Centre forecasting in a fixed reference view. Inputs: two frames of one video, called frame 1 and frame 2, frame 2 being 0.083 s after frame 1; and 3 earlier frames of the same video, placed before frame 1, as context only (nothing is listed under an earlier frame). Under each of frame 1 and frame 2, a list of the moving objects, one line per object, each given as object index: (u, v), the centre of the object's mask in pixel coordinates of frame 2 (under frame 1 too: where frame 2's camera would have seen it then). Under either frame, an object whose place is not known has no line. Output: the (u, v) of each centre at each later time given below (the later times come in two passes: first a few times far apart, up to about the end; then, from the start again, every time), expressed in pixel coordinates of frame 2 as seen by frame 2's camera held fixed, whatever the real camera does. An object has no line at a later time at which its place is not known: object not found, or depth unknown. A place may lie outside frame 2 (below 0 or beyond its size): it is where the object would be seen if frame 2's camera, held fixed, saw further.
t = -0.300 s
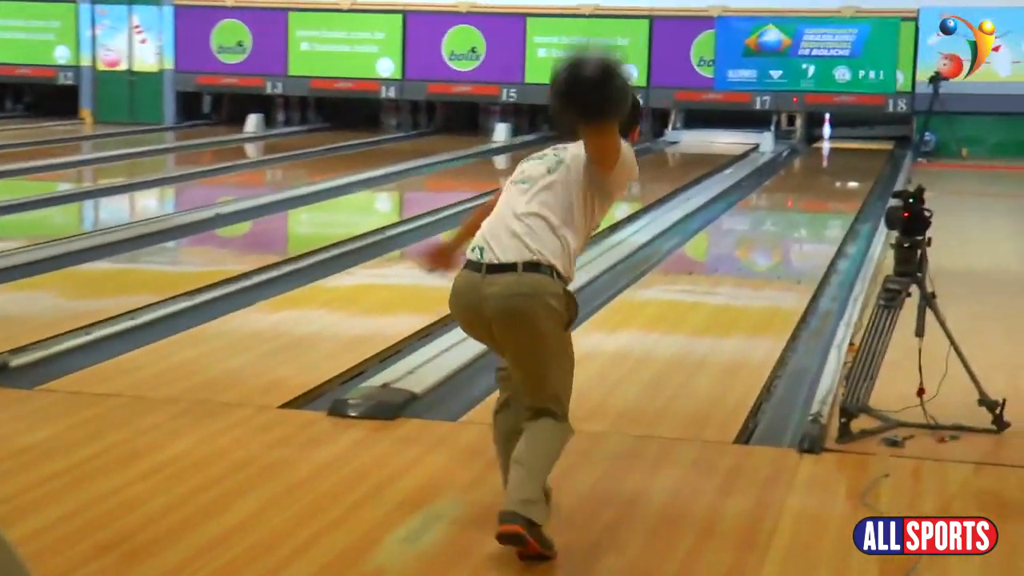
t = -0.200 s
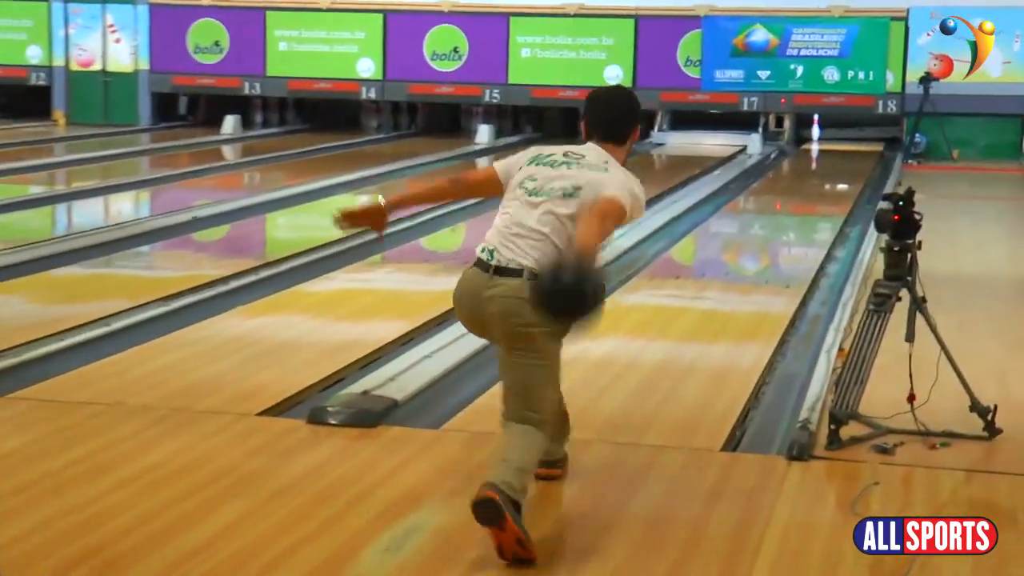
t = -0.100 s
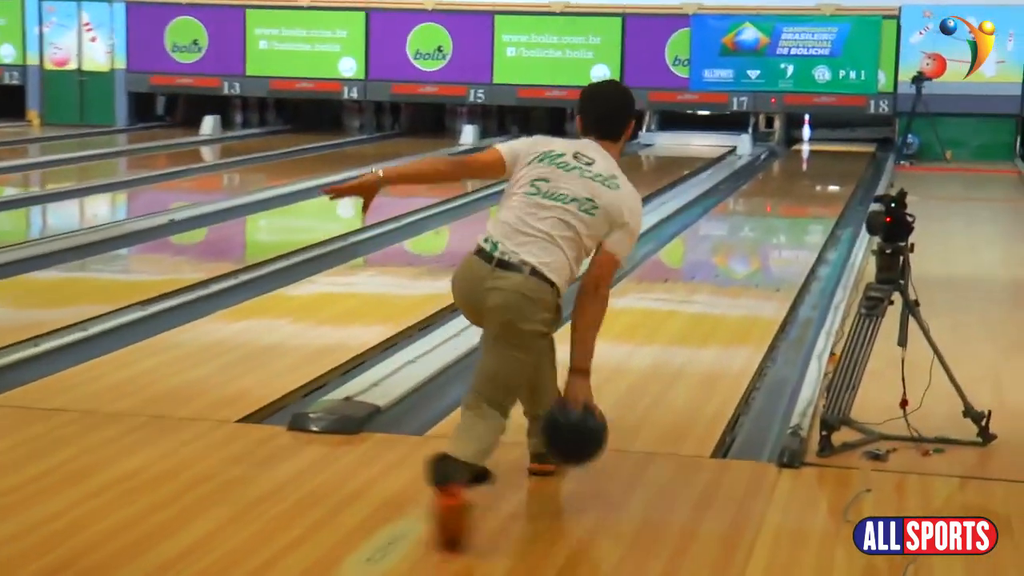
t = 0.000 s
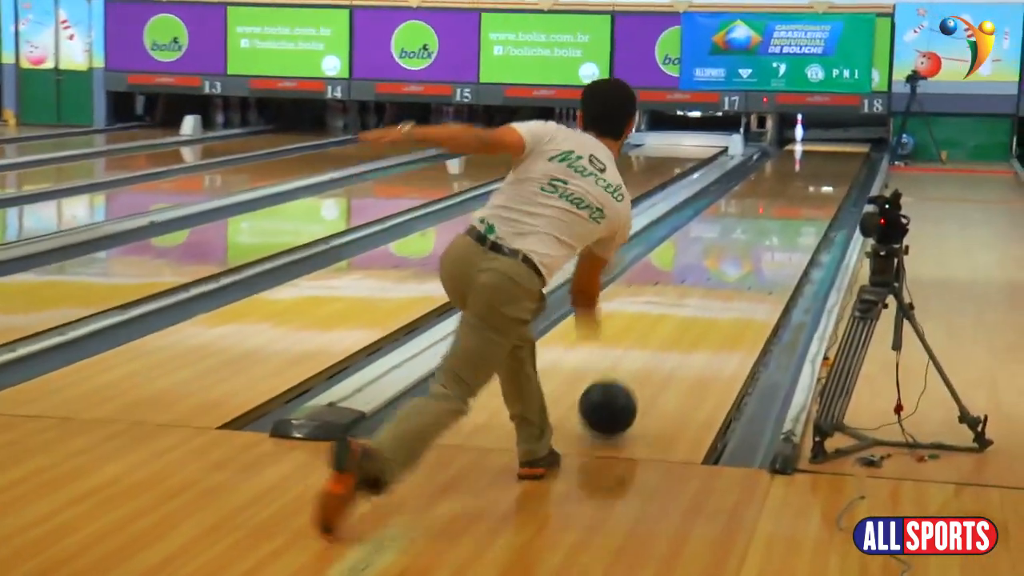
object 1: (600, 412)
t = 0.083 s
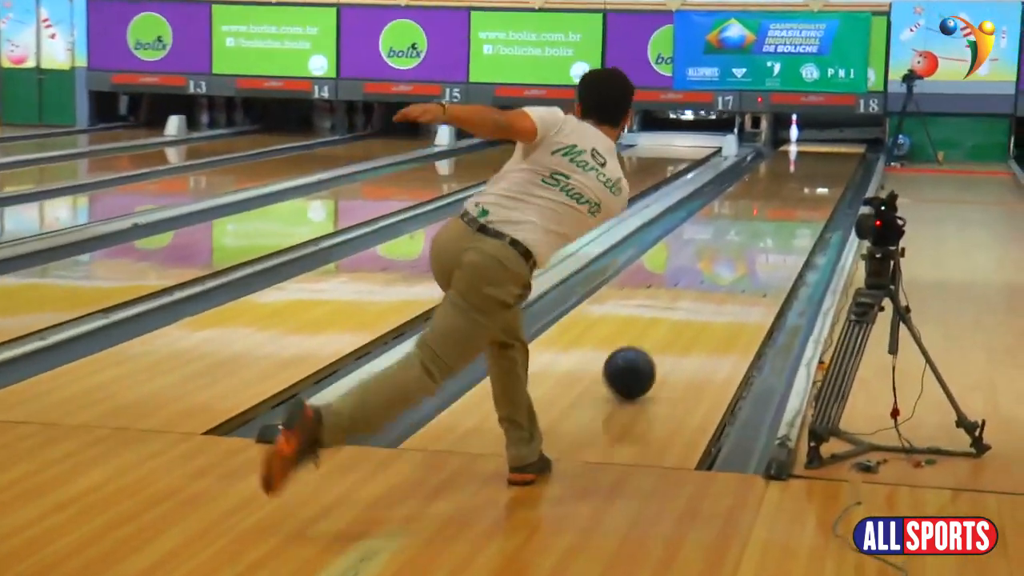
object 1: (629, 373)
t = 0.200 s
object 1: (661, 328)
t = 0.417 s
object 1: (702, 271)
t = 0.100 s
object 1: (635, 366)
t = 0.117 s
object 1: (639, 359)
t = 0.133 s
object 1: (644, 352)
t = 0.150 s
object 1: (649, 345)
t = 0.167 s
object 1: (653, 339)
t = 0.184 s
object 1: (657, 333)
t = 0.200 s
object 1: (661, 328)
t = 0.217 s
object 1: (665, 322)
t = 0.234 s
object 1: (669, 317)
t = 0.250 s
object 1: (672, 312)
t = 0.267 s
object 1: (676, 307)
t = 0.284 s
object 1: (679, 302)
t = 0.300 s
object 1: (683, 297)
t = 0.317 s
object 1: (686, 294)
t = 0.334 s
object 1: (689, 289)
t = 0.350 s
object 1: (692, 286)
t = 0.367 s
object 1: (695, 282)
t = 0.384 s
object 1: (697, 278)
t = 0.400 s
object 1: (700, 274)
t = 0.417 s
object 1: (702, 271)
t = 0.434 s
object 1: (705, 267)
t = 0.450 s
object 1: (708, 264)
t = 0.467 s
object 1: (711, 261)
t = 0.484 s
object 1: (713, 257)
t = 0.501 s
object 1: (715, 255)
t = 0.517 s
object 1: (717, 252)
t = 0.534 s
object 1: (720, 249)
